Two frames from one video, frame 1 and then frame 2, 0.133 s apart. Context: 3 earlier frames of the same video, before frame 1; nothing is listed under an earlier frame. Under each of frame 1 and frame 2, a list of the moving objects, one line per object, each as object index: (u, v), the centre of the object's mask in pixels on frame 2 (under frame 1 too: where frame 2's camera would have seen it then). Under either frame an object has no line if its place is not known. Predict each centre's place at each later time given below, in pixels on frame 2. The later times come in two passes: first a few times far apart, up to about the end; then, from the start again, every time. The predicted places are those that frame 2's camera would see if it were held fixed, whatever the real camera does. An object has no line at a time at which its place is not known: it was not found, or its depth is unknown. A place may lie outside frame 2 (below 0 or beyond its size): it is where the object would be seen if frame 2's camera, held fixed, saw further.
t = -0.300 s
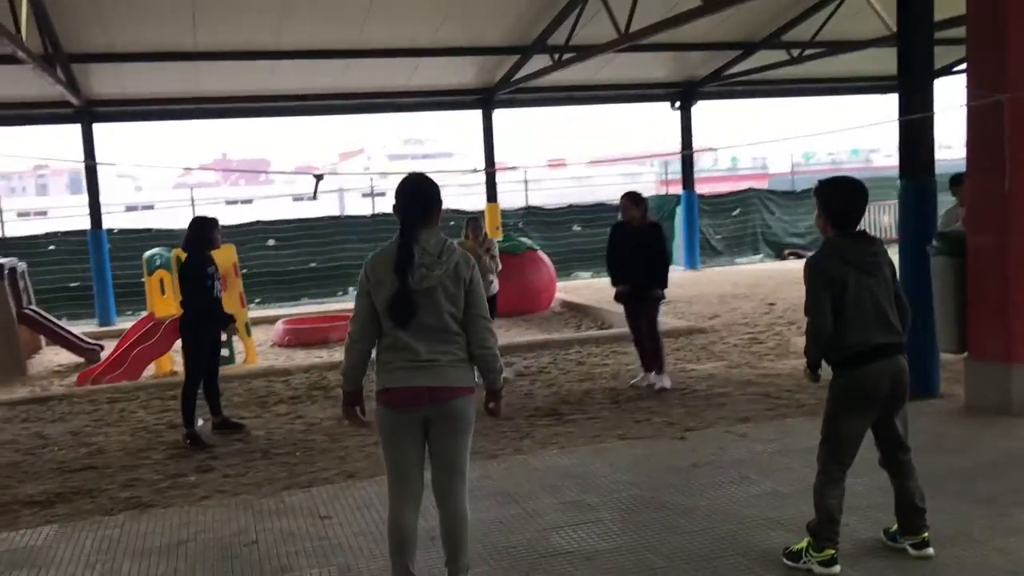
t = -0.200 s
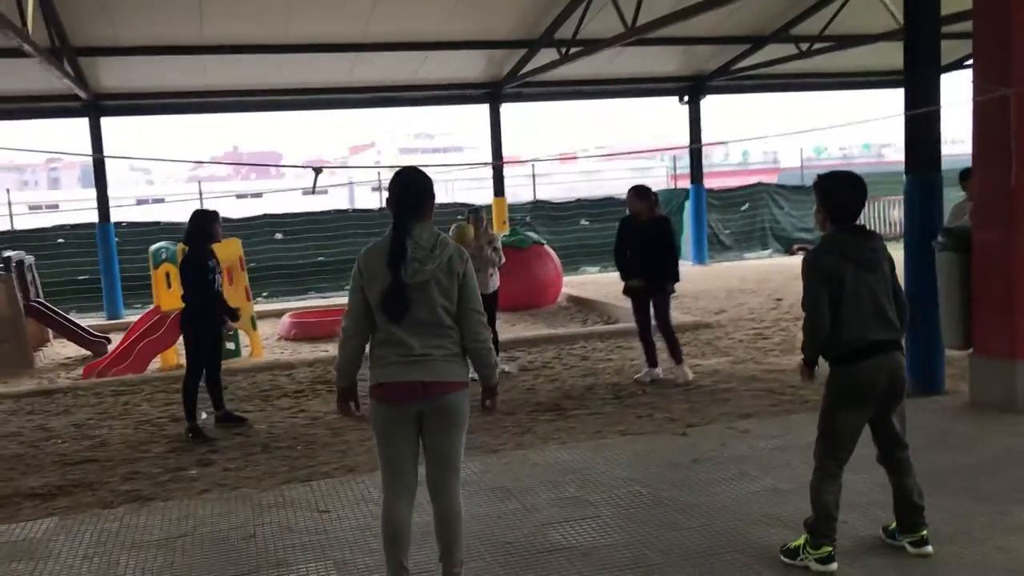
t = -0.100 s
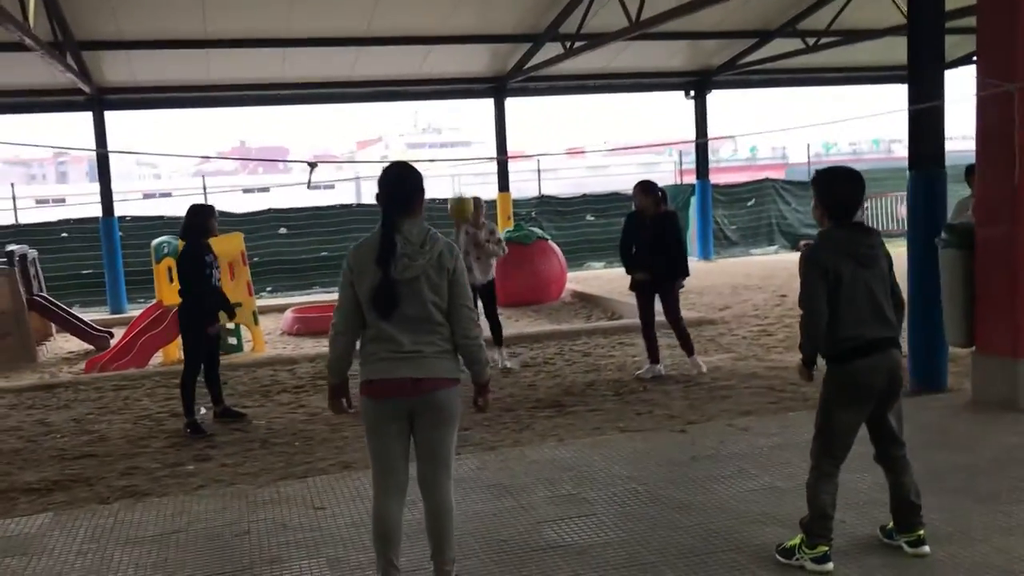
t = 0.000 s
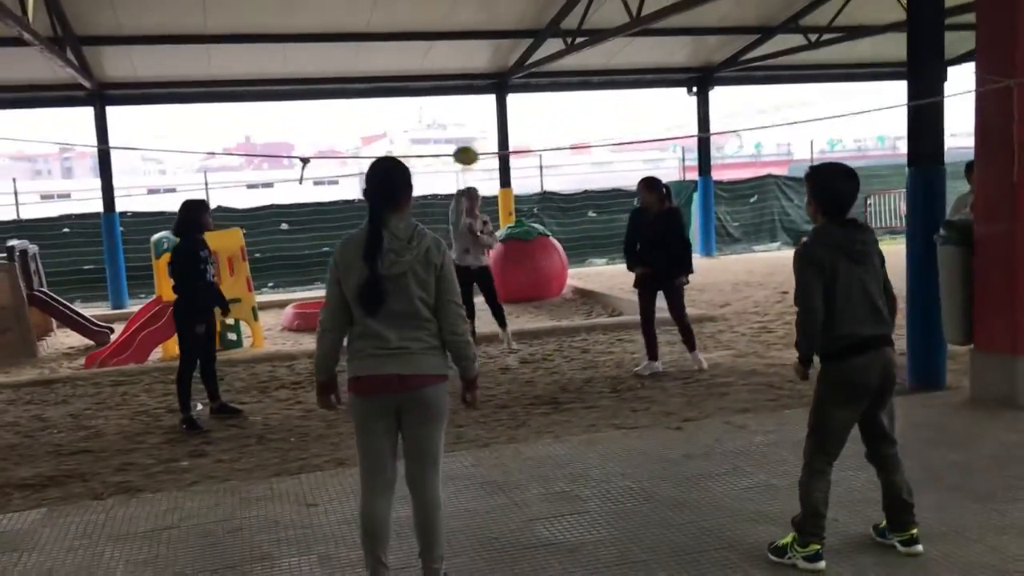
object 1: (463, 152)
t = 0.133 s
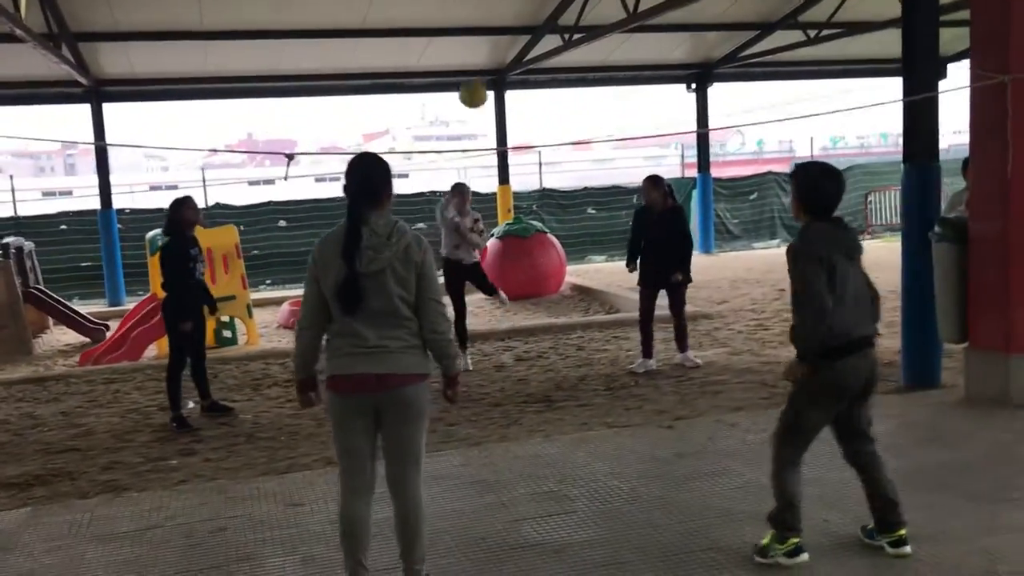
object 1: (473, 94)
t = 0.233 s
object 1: (482, 65)
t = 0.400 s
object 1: (501, 45)
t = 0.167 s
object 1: (475, 84)
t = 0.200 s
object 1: (478, 74)
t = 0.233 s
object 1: (482, 65)
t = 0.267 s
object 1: (486, 57)
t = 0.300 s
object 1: (487, 52)
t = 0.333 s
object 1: (492, 48)
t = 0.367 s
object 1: (496, 45)
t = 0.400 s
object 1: (501, 45)
